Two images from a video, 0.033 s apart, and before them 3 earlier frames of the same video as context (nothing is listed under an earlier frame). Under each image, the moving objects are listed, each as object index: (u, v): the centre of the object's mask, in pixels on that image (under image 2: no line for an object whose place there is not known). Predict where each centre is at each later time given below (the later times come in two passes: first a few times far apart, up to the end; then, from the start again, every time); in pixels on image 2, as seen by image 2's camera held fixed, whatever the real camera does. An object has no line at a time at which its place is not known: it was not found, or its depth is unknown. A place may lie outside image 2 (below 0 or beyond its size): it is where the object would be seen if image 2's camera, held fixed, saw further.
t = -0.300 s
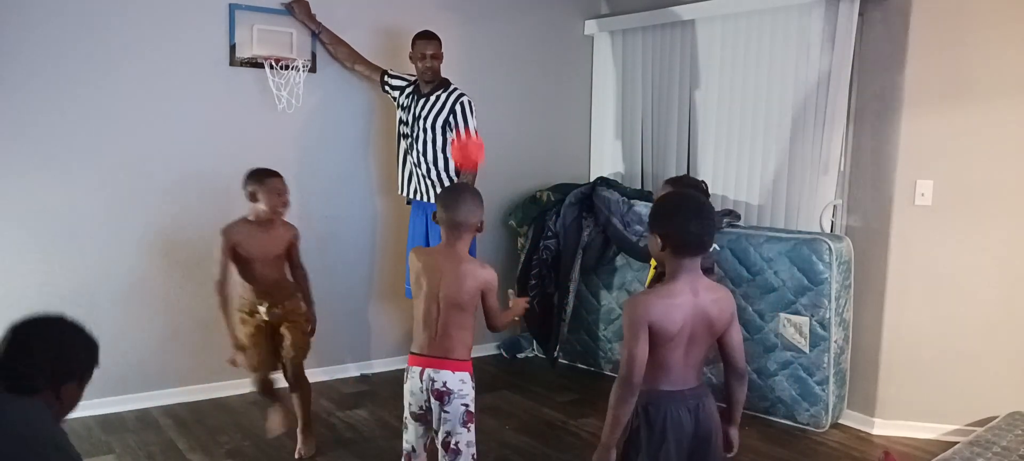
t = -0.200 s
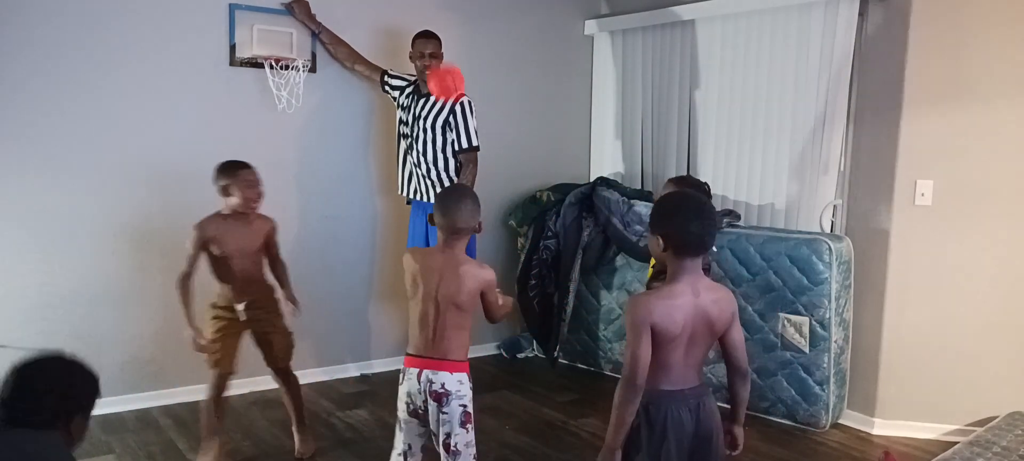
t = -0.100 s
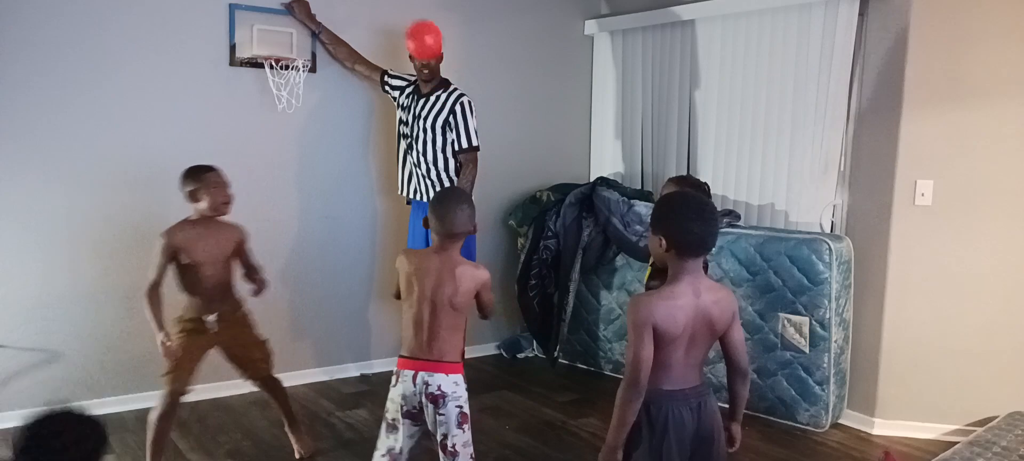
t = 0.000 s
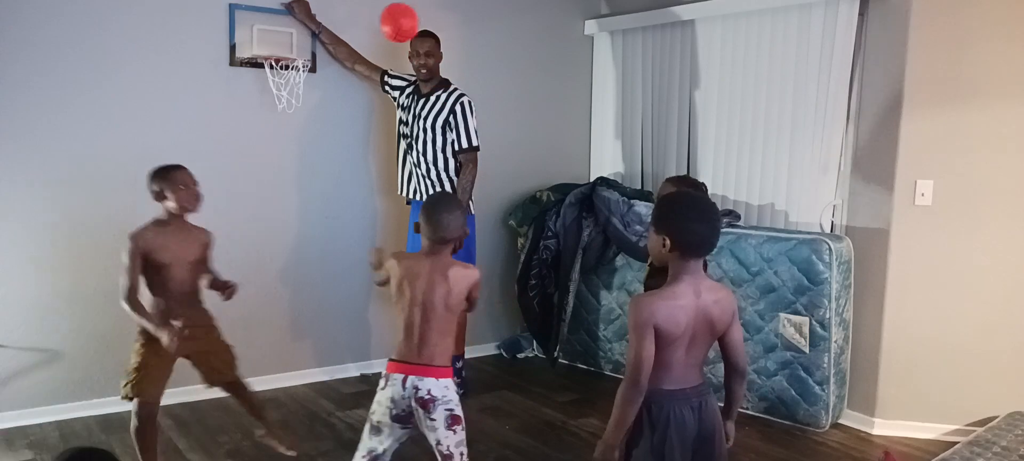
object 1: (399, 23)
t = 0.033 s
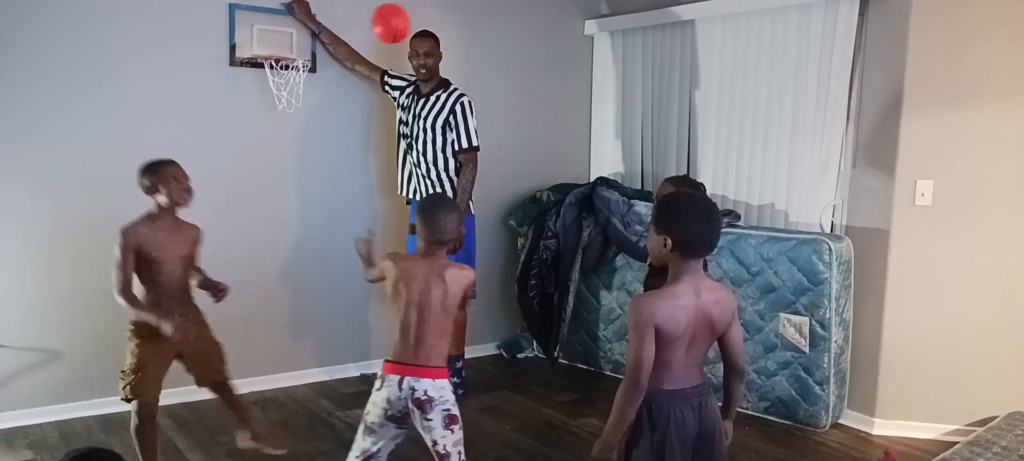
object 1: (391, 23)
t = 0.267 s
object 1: (330, 126)
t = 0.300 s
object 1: (320, 155)
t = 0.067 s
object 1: (382, 28)
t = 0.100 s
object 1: (374, 35)
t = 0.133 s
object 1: (363, 48)
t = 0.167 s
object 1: (356, 61)
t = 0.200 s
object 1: (348, 77)
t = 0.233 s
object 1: (338, 101)
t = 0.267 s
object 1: (330, 126)
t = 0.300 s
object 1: (320, 155)
